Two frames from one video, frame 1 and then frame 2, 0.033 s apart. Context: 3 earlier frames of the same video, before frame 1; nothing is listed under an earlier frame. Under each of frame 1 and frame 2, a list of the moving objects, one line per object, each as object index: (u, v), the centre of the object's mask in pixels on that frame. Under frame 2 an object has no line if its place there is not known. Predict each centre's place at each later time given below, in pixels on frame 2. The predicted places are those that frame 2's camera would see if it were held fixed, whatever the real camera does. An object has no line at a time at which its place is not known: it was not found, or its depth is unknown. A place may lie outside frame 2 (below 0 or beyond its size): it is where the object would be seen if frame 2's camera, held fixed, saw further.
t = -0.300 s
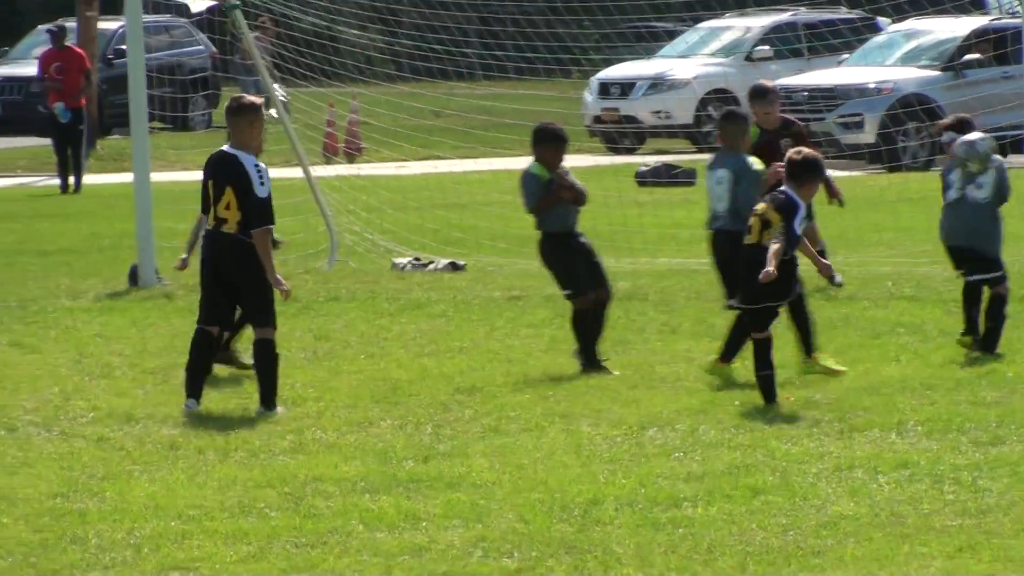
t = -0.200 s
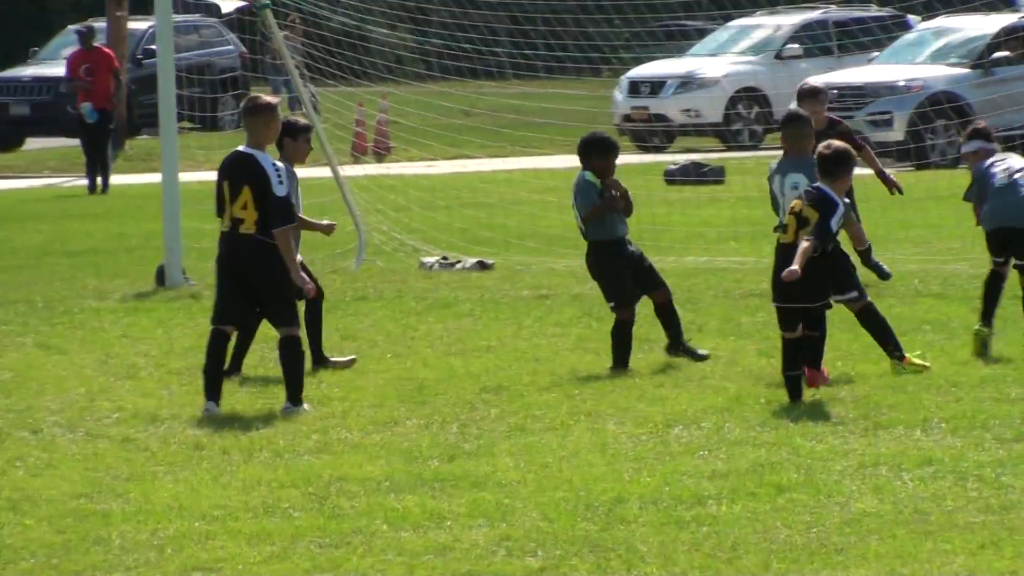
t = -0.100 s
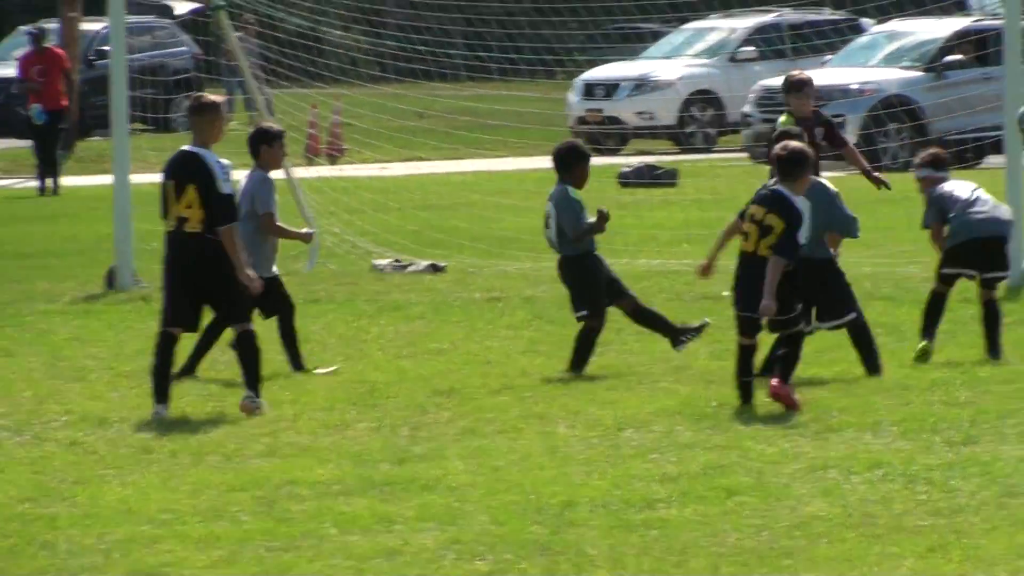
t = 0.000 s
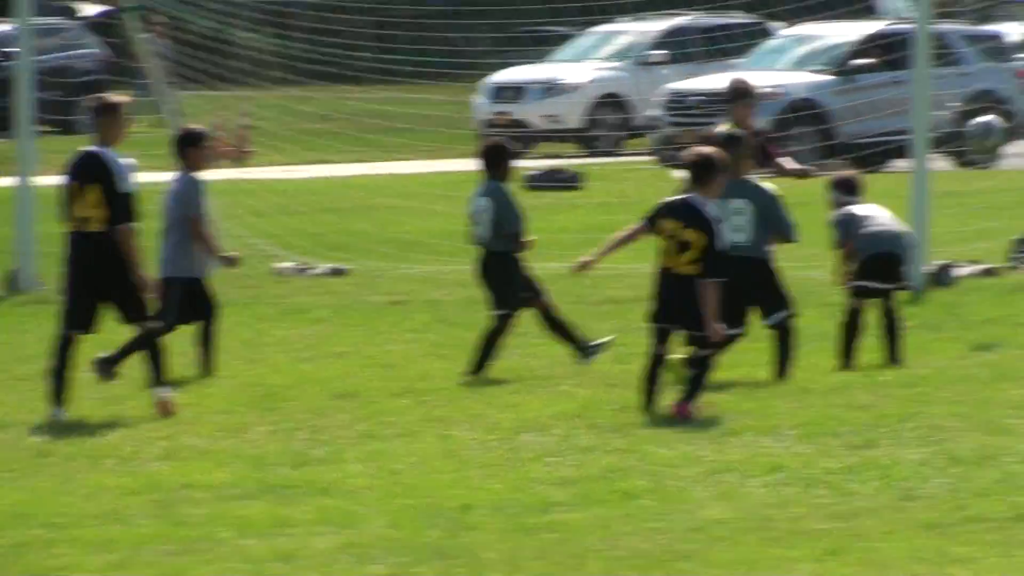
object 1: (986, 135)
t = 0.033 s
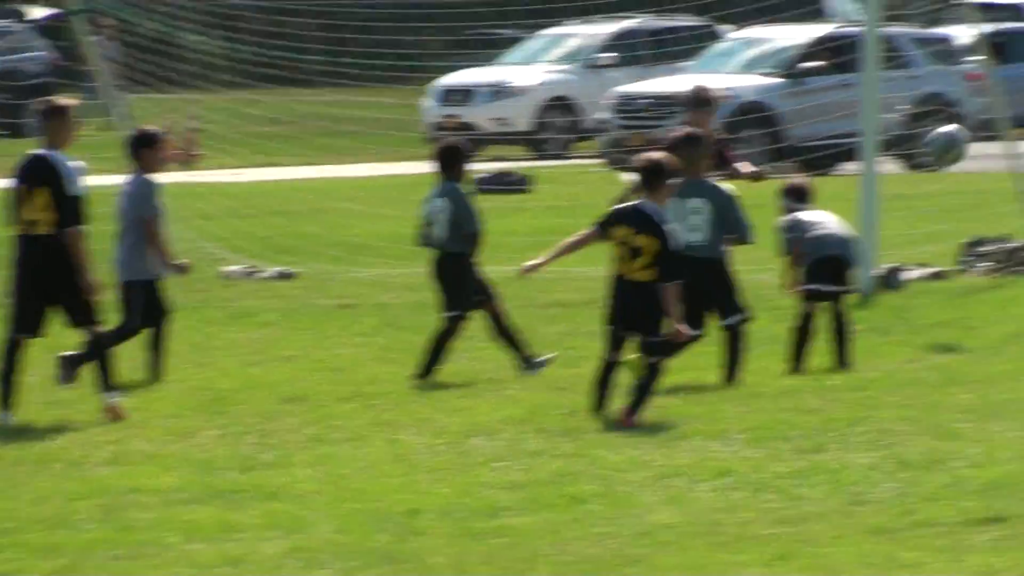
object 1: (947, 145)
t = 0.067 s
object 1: (961, 151)
